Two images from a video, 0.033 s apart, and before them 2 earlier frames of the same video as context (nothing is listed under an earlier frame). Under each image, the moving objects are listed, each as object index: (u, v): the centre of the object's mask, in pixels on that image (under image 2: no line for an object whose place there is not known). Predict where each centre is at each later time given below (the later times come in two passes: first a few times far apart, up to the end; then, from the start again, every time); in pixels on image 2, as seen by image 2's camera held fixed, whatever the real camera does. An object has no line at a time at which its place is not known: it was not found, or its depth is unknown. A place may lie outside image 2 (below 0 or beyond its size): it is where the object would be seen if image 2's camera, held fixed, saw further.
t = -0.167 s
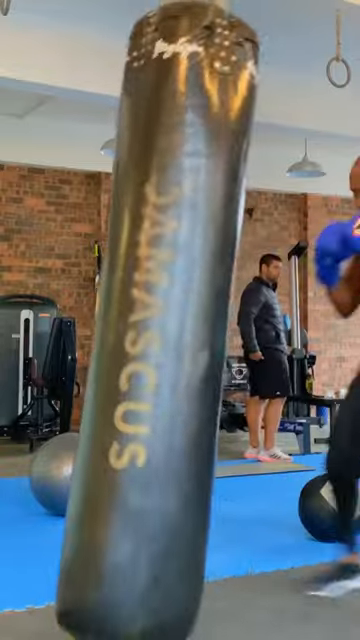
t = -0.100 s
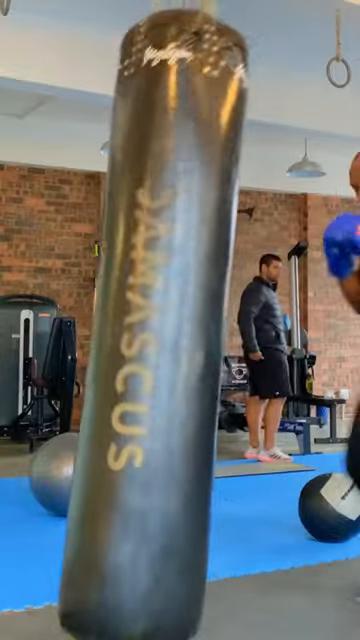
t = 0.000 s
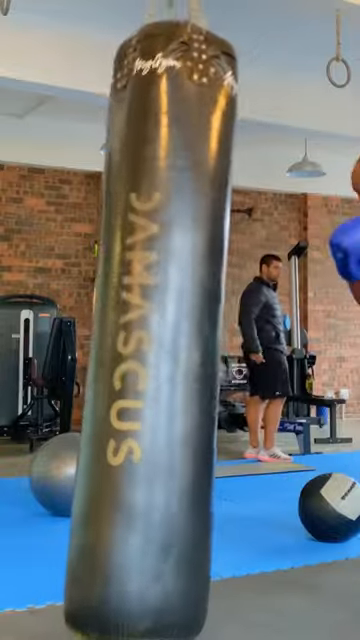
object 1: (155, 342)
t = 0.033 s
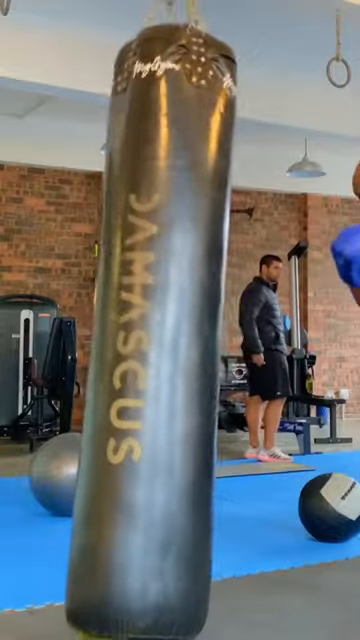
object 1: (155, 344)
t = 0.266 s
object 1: (167, 340)
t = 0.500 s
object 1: (186, 325)
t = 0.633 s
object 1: (196, 332)
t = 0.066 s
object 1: (155, 345)
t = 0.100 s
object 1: (157, 346)
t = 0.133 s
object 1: (159, 347)
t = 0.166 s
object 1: (161, 346)
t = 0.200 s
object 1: (163, 346)
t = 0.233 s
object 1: (164, 343)
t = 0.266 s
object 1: (167, 340)
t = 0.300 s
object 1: (170, 338)
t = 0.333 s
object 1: (174, 334)
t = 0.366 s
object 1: (176, 330)
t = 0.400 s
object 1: (178, 327)
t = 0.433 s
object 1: (181, 326)
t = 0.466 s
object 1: (184, 325)
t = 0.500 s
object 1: (186, 325)
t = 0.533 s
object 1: (189, 327)
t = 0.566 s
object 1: (191, 329)
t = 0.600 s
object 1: (193, 330)
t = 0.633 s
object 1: (196, 332)
